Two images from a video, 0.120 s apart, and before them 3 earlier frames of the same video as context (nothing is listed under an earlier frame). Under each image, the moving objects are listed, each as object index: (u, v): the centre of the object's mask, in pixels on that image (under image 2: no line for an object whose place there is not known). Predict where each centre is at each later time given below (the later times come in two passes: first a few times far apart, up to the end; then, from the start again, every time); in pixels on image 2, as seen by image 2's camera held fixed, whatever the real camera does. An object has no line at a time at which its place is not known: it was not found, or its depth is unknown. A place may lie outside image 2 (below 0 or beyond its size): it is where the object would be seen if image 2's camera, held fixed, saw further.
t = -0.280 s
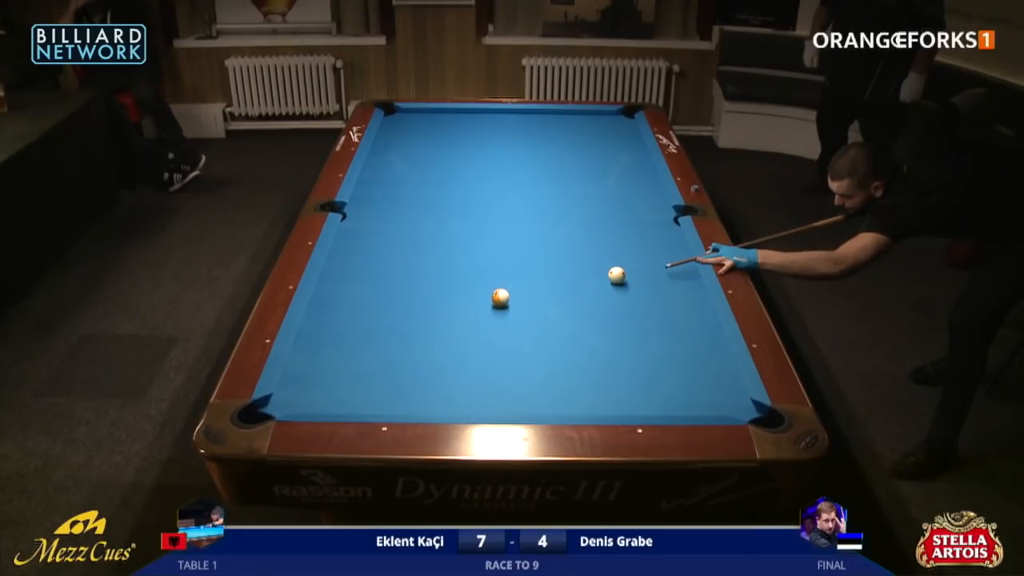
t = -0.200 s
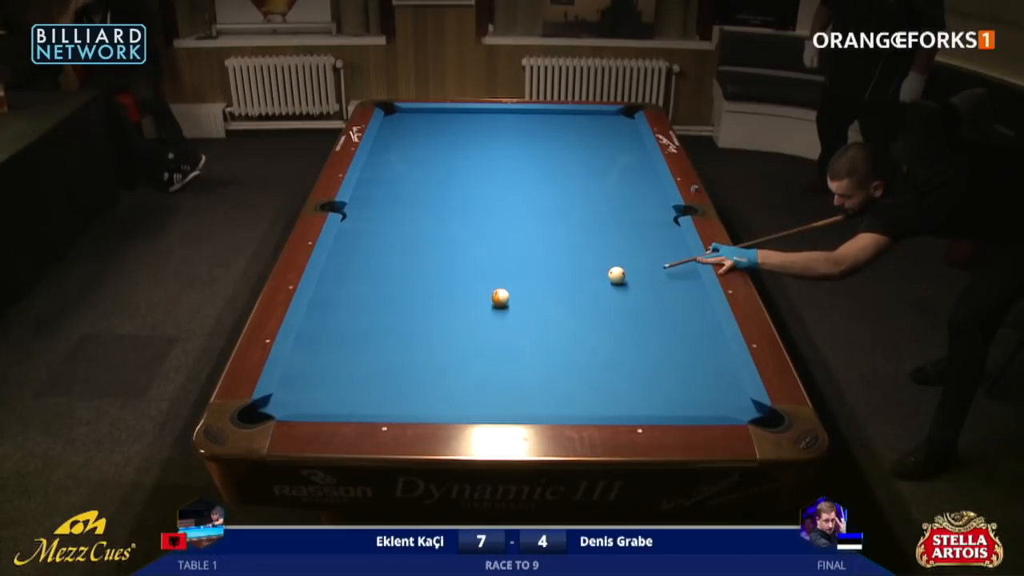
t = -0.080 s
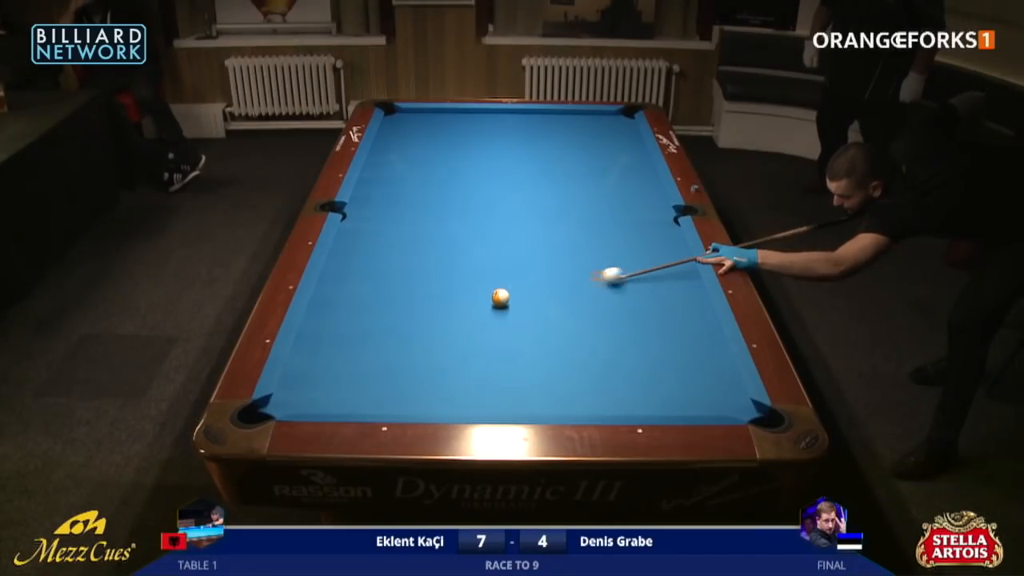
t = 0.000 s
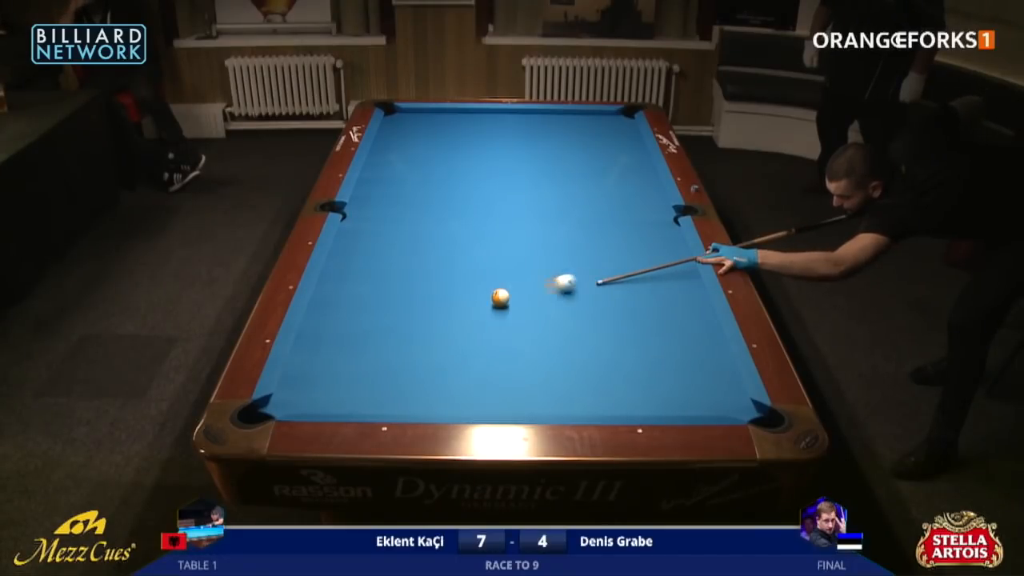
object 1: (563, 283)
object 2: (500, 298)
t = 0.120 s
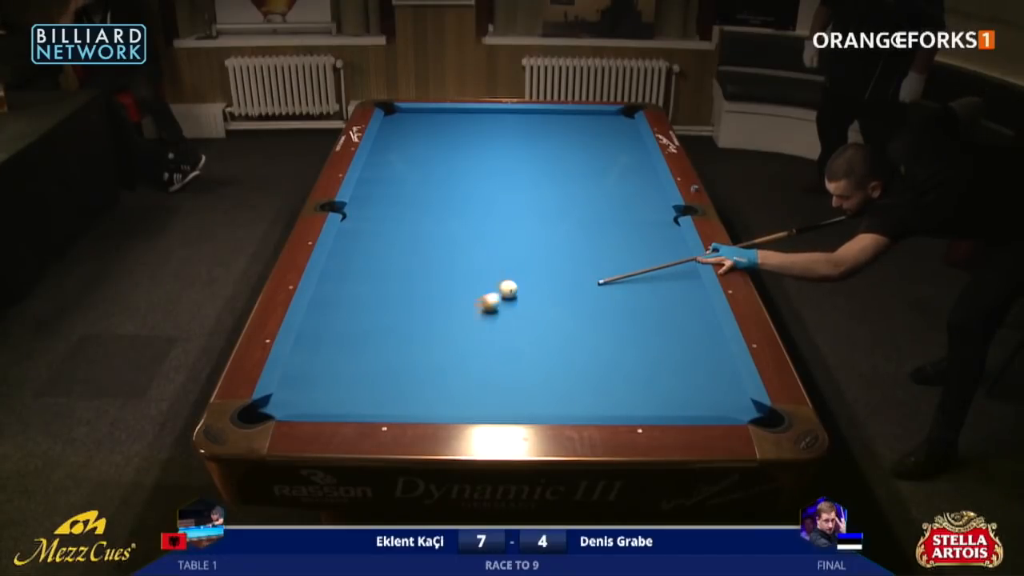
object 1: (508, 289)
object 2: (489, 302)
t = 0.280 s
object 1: (492, 278)
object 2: (433, 330)
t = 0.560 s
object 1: (480, 261)
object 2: (338, 375)
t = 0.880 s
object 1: (467, 245)
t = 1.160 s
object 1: (457, 232)
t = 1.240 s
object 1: (455, 229)
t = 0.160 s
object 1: (502, 286)
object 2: (474, 309)
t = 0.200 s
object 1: (498, 283)
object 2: (460, 316)
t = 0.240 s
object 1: (494, 280)
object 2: (447, 323)
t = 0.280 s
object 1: (492, 278)
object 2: (433, 330)
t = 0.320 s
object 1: (490, 275)
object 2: (420, 336)
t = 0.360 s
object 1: (488, 273)
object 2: (407, 343)
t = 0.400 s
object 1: (487, 271)
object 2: (393, 349)
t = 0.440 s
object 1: (485, 268)
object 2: (380, 355)
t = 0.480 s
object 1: (483, 266)
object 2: (367, 362)
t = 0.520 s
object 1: (481, 264)
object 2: (353, 367)
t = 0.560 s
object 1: (480, 261)
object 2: (338, 375)
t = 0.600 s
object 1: (478, 259)
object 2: (325, 381)
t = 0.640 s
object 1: (476, 257)
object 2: (311, 388)
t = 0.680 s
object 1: (475, 255)
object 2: (295, 395)
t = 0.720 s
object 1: (473, 253)
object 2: (280, 402)
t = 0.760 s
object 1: (472, 251)
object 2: (267, 408)
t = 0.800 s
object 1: (470, 249)
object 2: (254, 417)
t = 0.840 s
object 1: (469, 247)
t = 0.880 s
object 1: (467, 245)
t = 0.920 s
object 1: (466, 243)
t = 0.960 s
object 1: (464, 241)
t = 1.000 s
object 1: (463, 239)
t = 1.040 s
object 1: (461, 237)
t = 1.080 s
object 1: (460, 235)
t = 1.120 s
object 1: (459, 234)
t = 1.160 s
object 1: (457, 232)
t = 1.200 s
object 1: (456, 230)
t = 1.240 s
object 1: (455, 229)
